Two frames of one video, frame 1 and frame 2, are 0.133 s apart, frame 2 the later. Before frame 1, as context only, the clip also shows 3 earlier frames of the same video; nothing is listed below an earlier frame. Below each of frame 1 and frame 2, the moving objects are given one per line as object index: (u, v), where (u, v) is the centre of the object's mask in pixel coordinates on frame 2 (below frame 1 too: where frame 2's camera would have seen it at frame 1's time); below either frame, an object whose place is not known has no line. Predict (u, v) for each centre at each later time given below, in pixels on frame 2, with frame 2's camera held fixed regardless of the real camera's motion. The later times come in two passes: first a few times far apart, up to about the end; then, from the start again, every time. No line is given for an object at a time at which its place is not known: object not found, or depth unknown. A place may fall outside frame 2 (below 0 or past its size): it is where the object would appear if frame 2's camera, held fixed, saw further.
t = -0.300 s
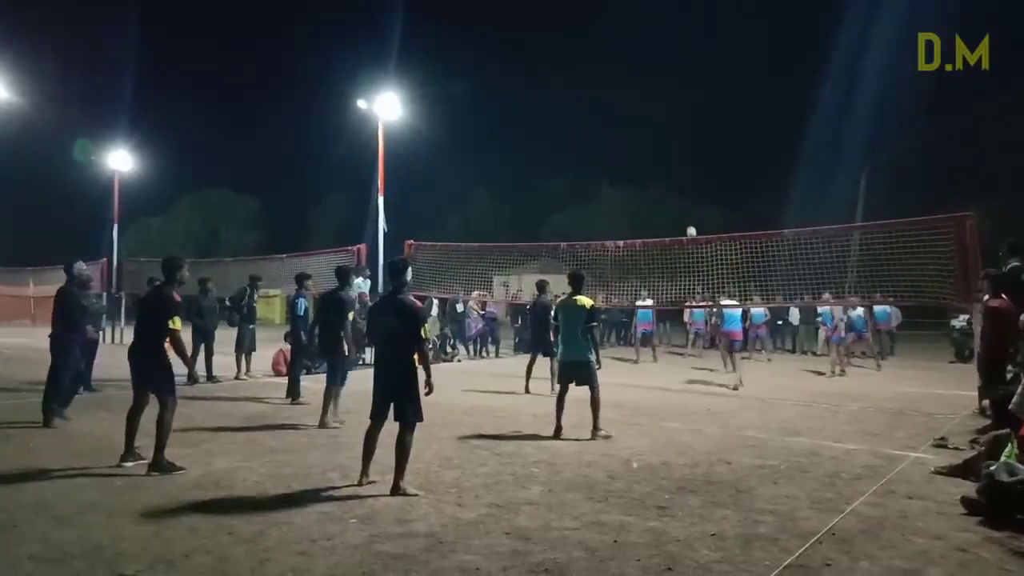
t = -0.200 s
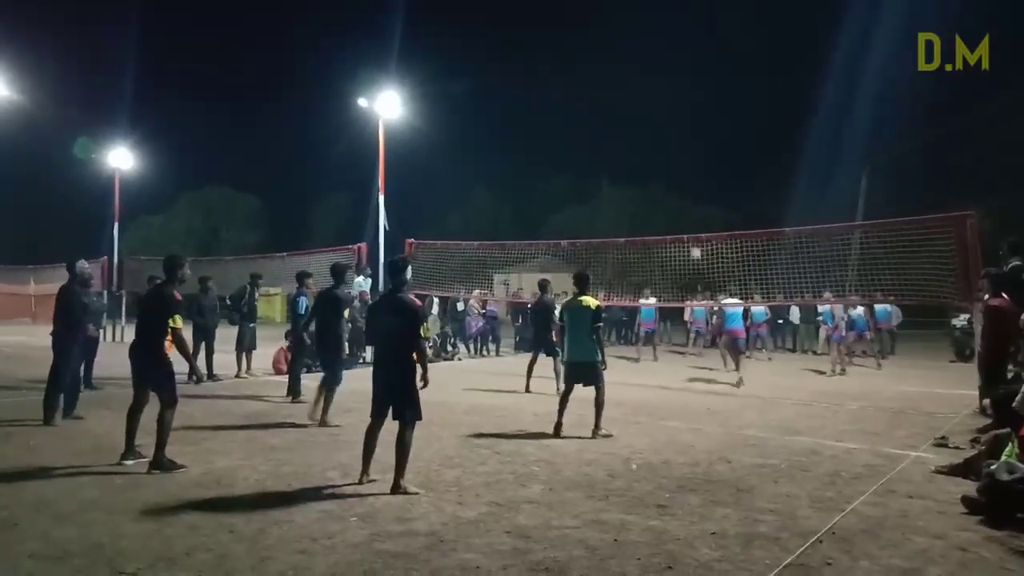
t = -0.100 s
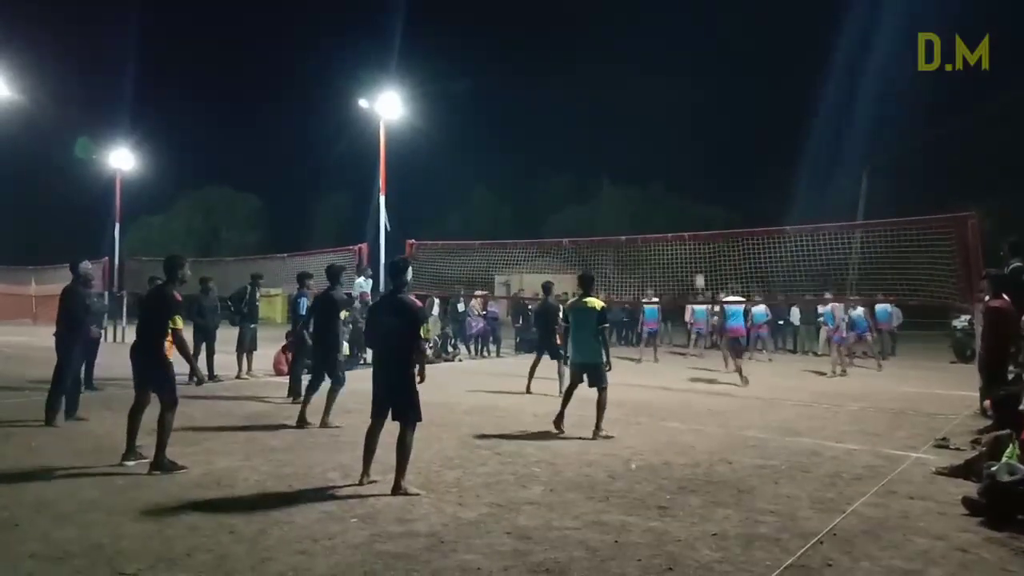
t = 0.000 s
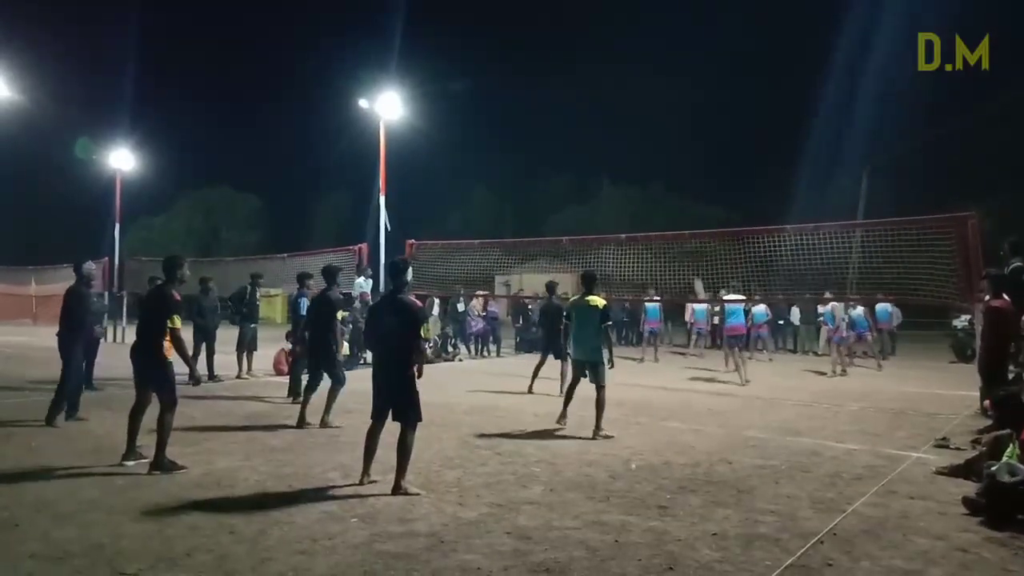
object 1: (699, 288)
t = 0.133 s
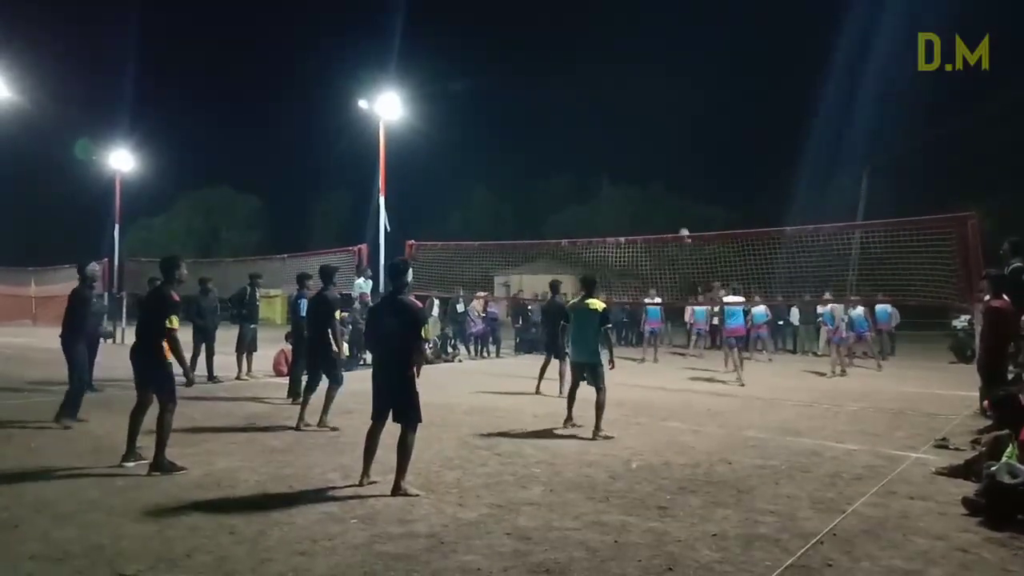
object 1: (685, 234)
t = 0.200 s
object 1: (677, 212)
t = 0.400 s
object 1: (655, 150)
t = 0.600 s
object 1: (629, 105)
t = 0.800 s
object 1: (598, 80)
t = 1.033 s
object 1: (552, 92)
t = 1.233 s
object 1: (502, 153)
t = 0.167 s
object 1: (681, 224)
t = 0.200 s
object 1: (677, 212)
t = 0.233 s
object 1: (674, 201)
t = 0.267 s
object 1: (671, 190)
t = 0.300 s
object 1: (667, 179)
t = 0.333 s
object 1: (663, 169)
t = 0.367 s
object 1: (659, 160)
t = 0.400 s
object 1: (655, 150)
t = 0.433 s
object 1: (651, 141)
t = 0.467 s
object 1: (647, 133)
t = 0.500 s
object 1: (643, 125)
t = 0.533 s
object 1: (638, 118)
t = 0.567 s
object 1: (634, 111)
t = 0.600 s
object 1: (629, 105)
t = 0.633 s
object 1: (625, 98)
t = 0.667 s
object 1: (620, 93)
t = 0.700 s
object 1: (615, 89)
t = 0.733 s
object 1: (610, 86)
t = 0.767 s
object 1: (604, 82)
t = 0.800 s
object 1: (598, 80)
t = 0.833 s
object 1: (593, 78)
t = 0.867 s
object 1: (586, 78)
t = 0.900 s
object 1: (581, 78)
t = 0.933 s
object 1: (574, 79)
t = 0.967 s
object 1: (567, 82)
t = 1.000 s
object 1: (560, 86)
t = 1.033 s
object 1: (552, 92)
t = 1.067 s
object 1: (545, 97)
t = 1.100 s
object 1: (537, 105)
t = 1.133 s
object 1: (529, 114)
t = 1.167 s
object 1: (521, 124)
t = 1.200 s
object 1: (511, 138)
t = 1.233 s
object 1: (502, 153)
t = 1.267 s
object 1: (492, 169)
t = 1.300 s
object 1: (481, 187)
